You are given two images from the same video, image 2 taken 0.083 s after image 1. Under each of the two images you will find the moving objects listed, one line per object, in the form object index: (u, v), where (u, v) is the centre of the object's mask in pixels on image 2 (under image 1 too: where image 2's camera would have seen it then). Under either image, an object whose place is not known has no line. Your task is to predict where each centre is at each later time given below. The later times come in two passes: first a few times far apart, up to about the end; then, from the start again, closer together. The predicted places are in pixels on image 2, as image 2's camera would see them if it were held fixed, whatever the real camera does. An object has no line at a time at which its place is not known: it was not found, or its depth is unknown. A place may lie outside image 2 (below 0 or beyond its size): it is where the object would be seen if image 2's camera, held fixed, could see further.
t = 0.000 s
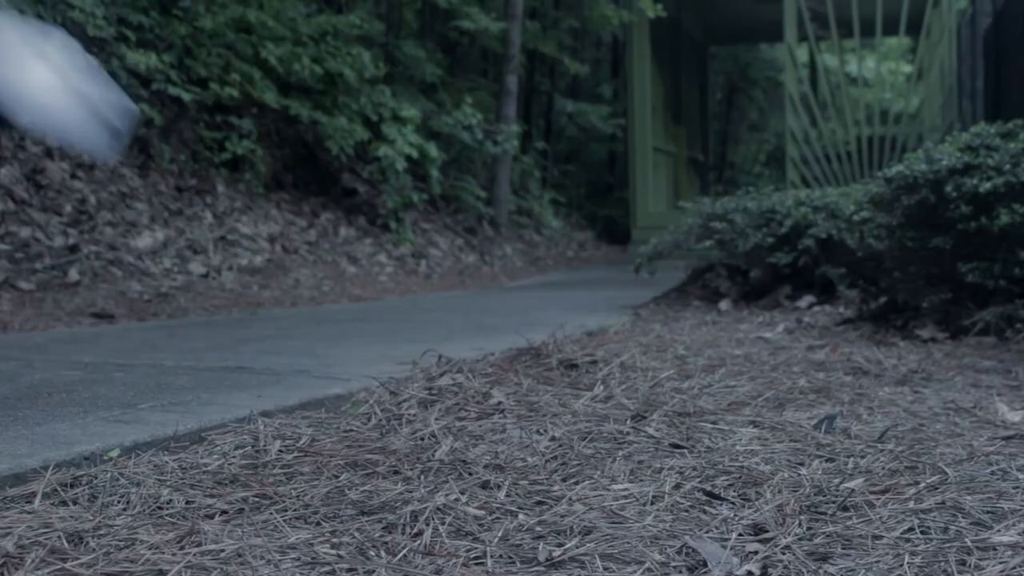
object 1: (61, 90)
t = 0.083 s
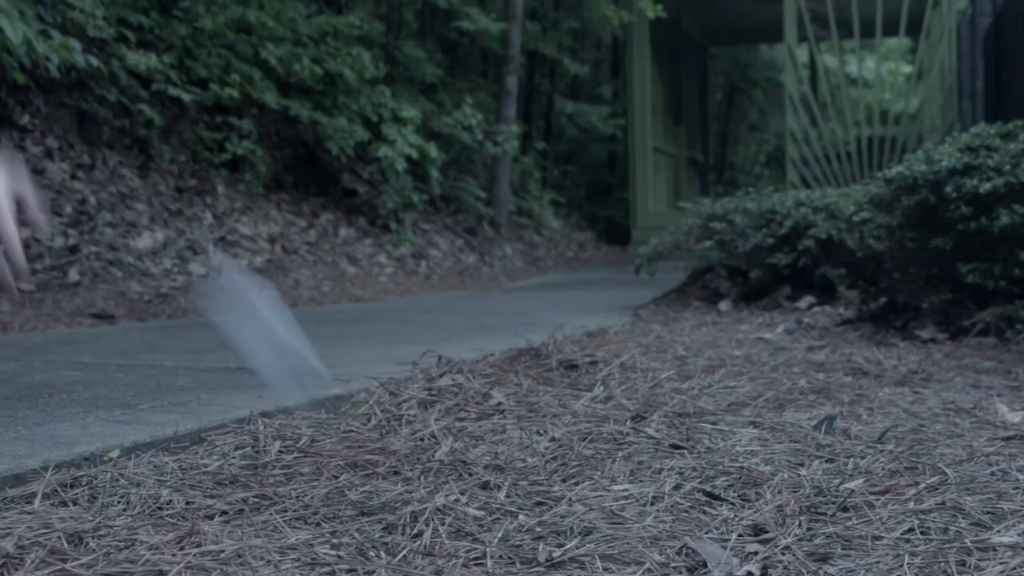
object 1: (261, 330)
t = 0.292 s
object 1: (518, 331)
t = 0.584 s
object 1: (712, 384)
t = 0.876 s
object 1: (750, 416)
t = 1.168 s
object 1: (751, 416)
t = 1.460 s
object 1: (751, 416)
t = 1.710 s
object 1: (750, 417)
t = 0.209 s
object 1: (435, 354)
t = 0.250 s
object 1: (484, 326)
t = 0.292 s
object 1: (518, 331)
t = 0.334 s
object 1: (565, 356)
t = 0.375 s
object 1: (582, 368)
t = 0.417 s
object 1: (613, 364)
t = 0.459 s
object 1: (634, 358)
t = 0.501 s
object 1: (653, 362)
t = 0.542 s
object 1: (679, 372)
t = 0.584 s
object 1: (712, 384)
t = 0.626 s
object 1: (719, 403)
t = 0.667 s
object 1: (727, 403)
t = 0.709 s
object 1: (737, 402)
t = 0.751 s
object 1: (741, 411)
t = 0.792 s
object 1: (748, 415)
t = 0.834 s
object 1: (750, 415)
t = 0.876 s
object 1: (750, 416)
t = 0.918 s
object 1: (750, 416)
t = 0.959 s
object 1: (751, 416)
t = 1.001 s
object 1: (750, 416)
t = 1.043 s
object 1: (750, 416)
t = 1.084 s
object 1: (751, 416)
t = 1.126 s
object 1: (751, 416)
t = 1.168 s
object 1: (751, 416)
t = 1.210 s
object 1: (751, 416)
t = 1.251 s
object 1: (751, 416)
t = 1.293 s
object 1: (751, 416)
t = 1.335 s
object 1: (751, 416)
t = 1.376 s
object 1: (751, 416)
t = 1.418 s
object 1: (751, 416)
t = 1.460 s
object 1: (751, 416)
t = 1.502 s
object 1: (750, 416)
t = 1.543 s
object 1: (750, 417)
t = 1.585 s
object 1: (751, 417)
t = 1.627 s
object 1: (751, 417)
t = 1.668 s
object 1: (750, 417)
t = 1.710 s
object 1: (750, 417)
